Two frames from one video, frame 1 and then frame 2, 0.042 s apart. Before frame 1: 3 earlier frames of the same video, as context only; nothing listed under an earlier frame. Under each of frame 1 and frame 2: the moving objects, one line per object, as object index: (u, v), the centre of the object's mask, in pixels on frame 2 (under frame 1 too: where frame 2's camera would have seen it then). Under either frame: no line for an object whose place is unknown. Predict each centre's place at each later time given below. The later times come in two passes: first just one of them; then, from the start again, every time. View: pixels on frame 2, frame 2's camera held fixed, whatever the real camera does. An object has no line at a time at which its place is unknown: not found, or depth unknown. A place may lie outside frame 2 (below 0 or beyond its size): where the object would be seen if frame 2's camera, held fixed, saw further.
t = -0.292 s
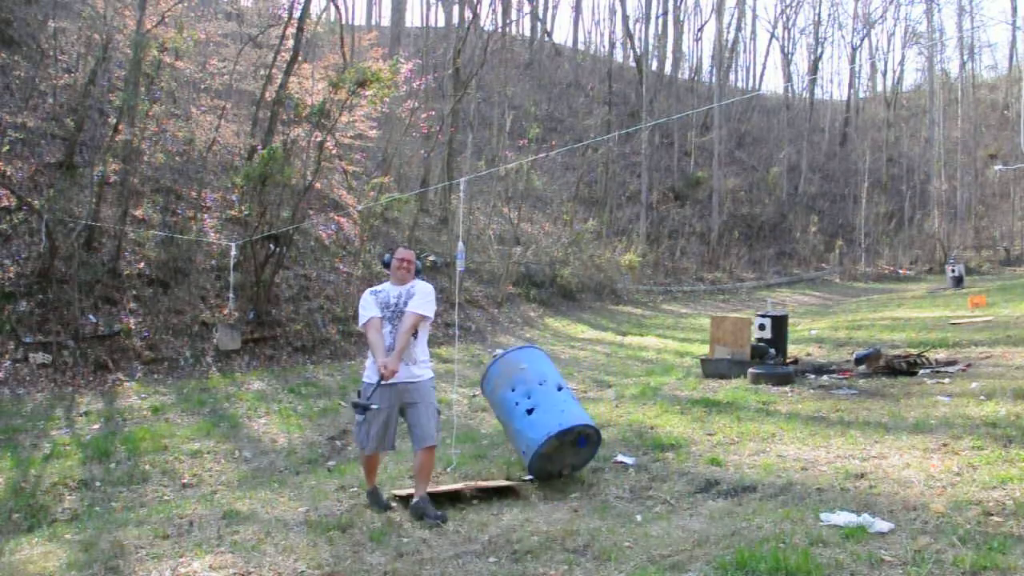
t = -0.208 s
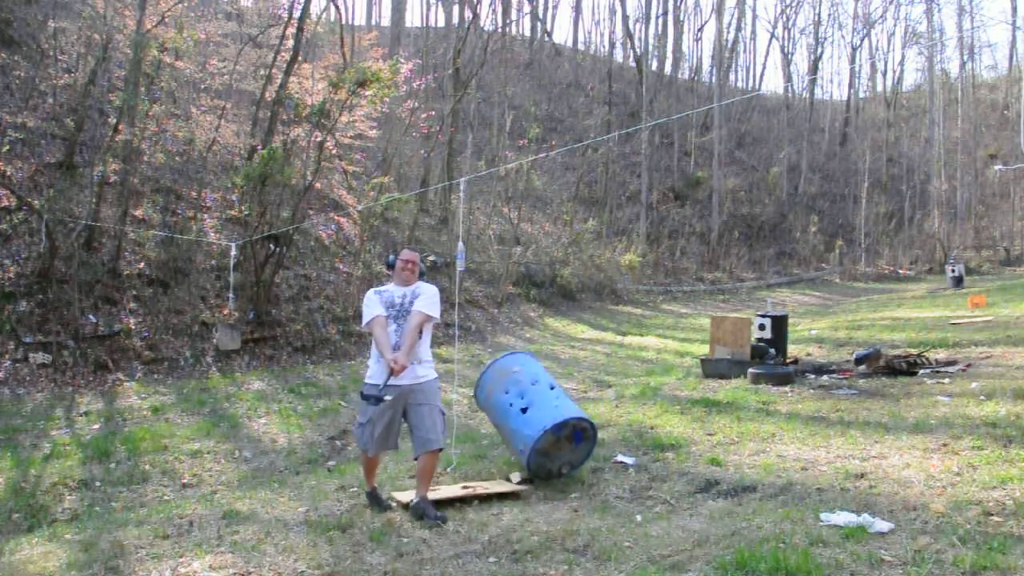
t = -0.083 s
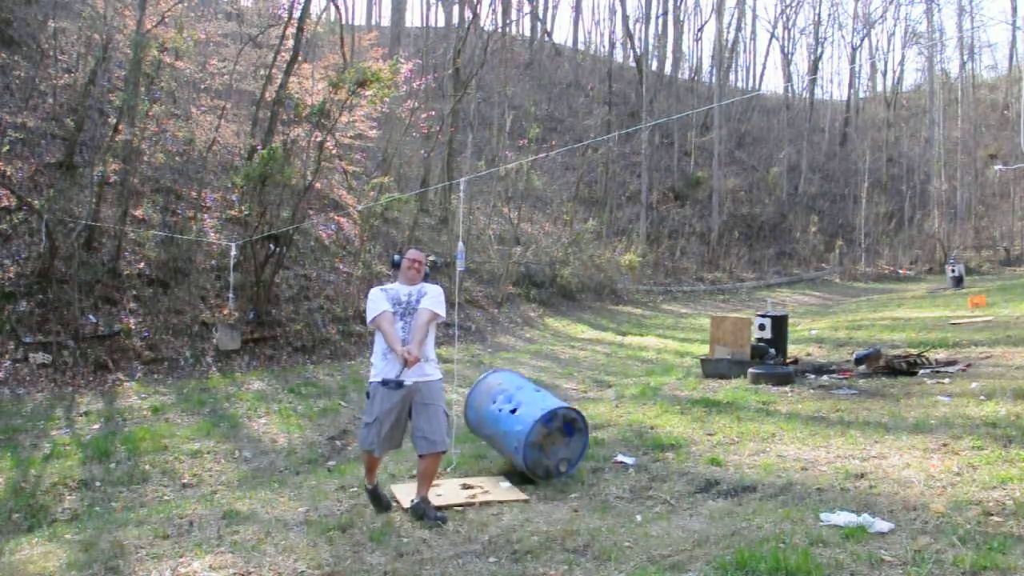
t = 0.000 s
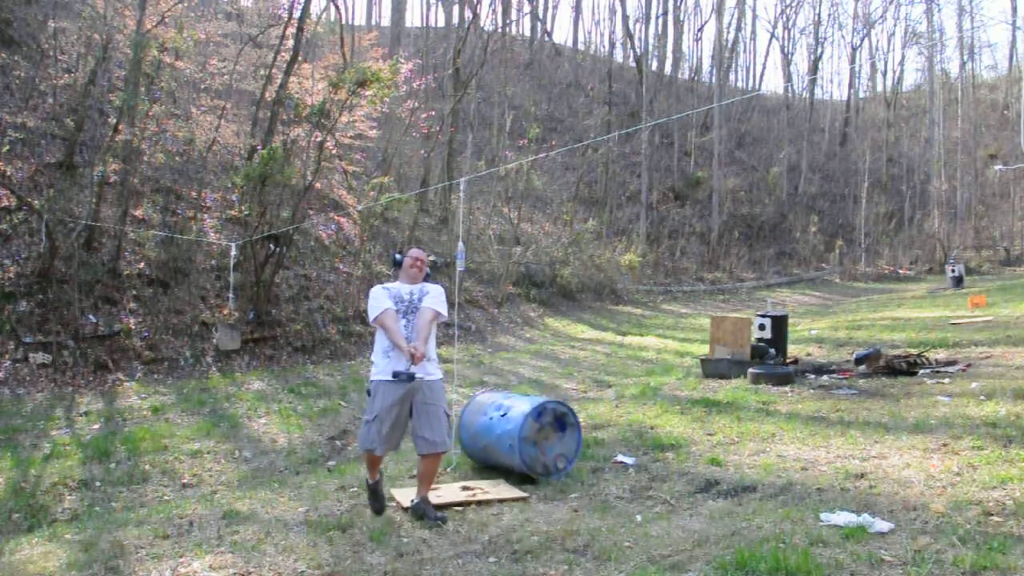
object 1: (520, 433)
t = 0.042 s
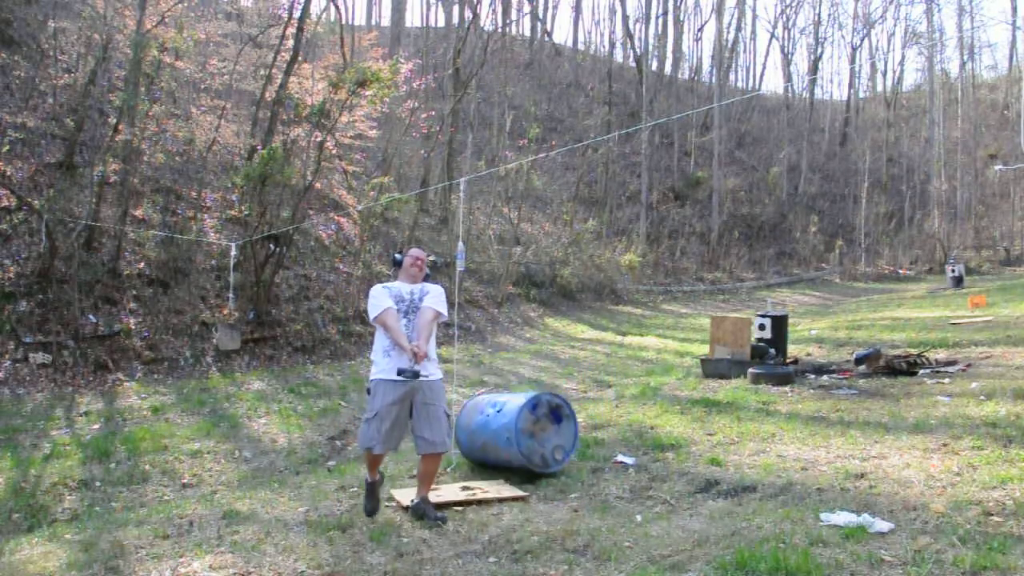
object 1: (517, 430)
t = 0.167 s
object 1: (513, 422)
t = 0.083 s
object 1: (516, 426)
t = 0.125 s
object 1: (514, 423)
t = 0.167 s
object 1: (513, 422)
